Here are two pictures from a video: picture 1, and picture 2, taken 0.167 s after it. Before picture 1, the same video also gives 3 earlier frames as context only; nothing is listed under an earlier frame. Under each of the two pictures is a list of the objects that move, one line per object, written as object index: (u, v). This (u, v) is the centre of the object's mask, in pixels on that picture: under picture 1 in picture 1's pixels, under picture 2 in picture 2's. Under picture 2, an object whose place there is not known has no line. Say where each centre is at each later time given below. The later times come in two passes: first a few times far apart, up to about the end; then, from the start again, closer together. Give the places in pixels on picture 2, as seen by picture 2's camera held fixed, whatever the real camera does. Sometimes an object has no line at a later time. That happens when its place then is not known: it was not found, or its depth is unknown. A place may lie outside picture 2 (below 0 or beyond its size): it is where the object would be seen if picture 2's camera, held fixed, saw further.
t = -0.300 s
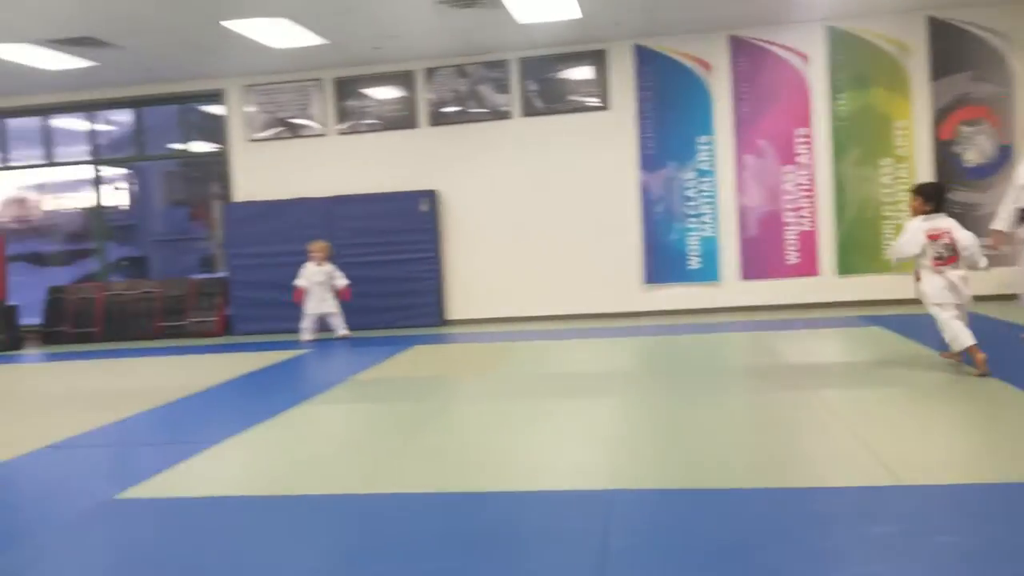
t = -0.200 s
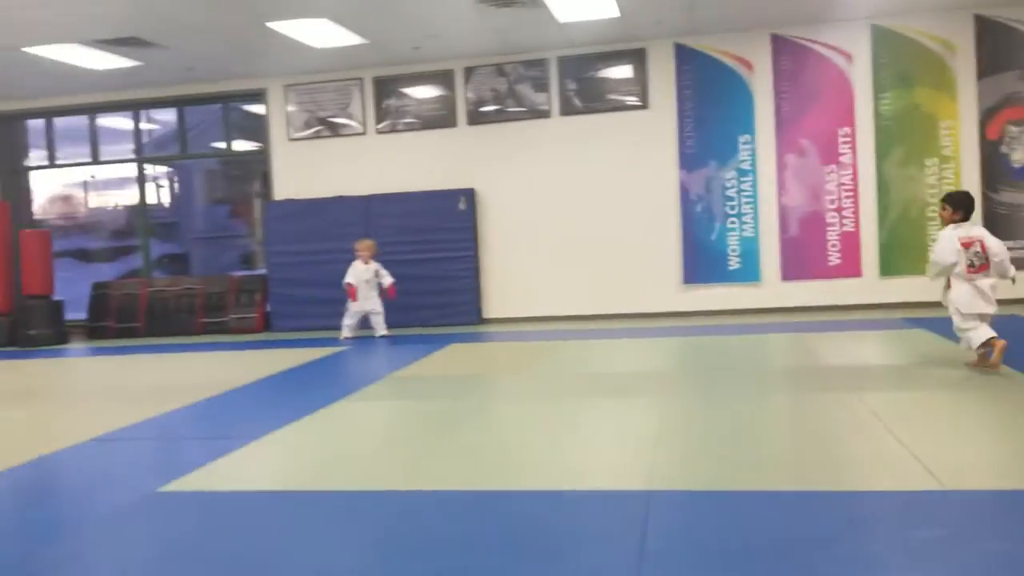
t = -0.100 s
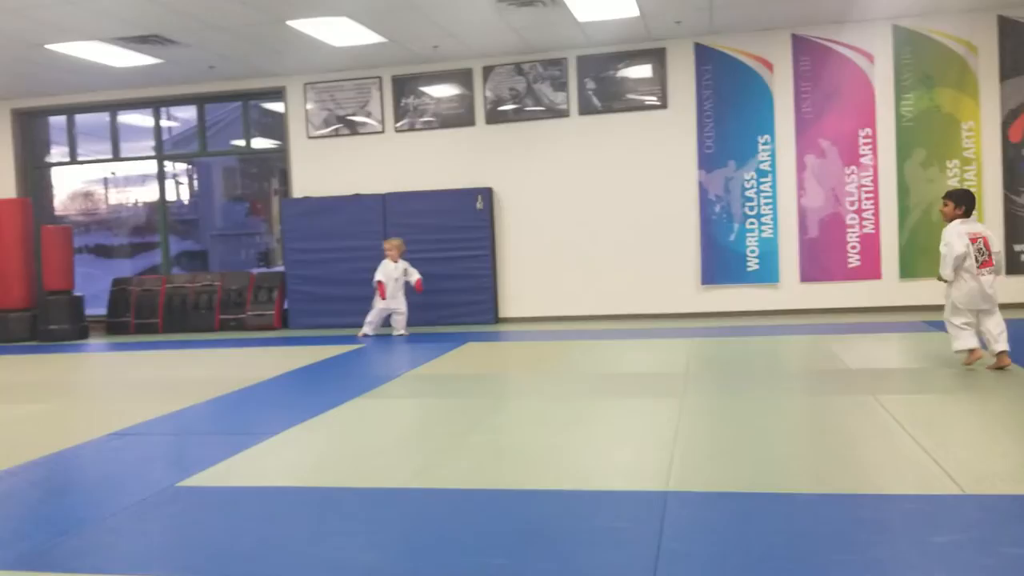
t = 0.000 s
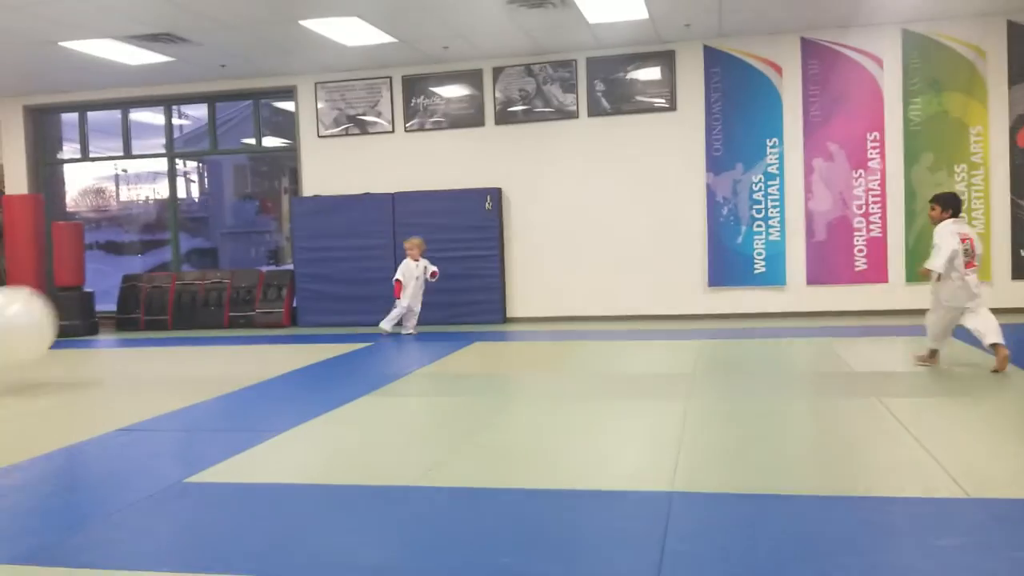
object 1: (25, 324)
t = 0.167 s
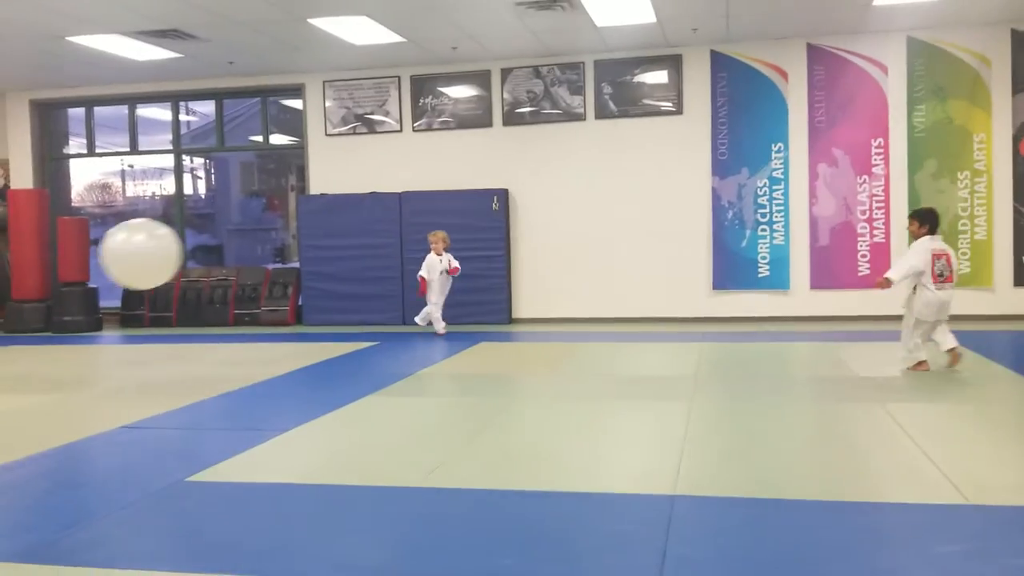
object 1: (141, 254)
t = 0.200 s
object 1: (162, 246)
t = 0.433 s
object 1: (299, 226)
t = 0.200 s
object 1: (162, 246)
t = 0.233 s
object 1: (183, 240)
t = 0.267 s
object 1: (203, 235)
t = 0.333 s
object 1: (242, 228)
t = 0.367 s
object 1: (261, 226)
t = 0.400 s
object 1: (281, 226)
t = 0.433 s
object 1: (299, 226)
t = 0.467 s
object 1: (317, 229)
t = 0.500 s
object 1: (335, 234)
